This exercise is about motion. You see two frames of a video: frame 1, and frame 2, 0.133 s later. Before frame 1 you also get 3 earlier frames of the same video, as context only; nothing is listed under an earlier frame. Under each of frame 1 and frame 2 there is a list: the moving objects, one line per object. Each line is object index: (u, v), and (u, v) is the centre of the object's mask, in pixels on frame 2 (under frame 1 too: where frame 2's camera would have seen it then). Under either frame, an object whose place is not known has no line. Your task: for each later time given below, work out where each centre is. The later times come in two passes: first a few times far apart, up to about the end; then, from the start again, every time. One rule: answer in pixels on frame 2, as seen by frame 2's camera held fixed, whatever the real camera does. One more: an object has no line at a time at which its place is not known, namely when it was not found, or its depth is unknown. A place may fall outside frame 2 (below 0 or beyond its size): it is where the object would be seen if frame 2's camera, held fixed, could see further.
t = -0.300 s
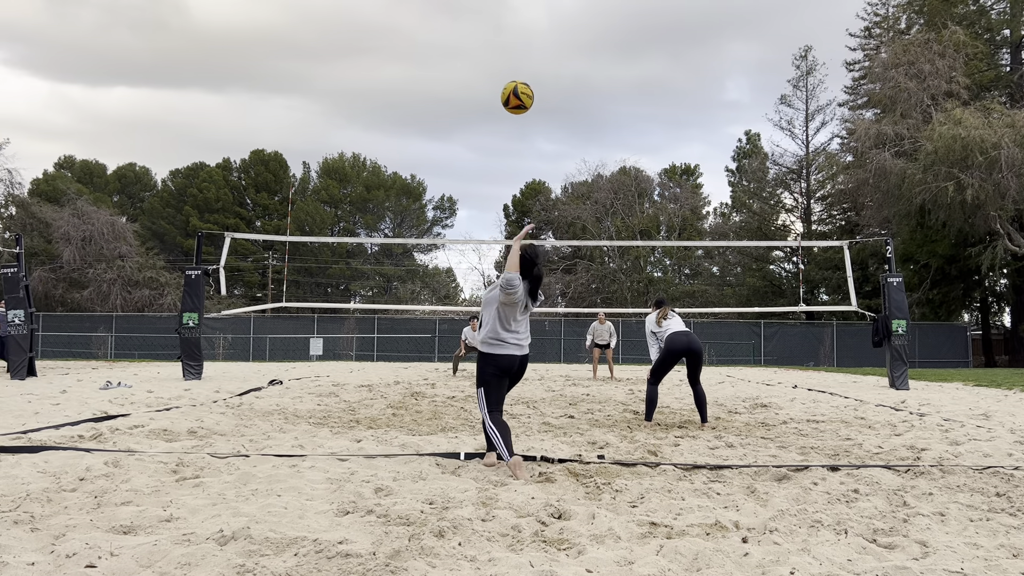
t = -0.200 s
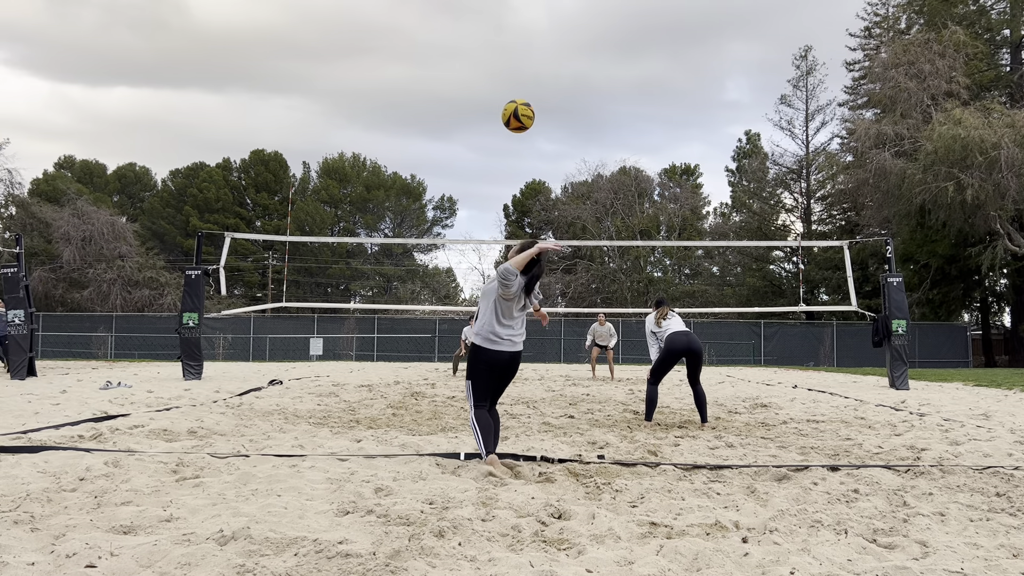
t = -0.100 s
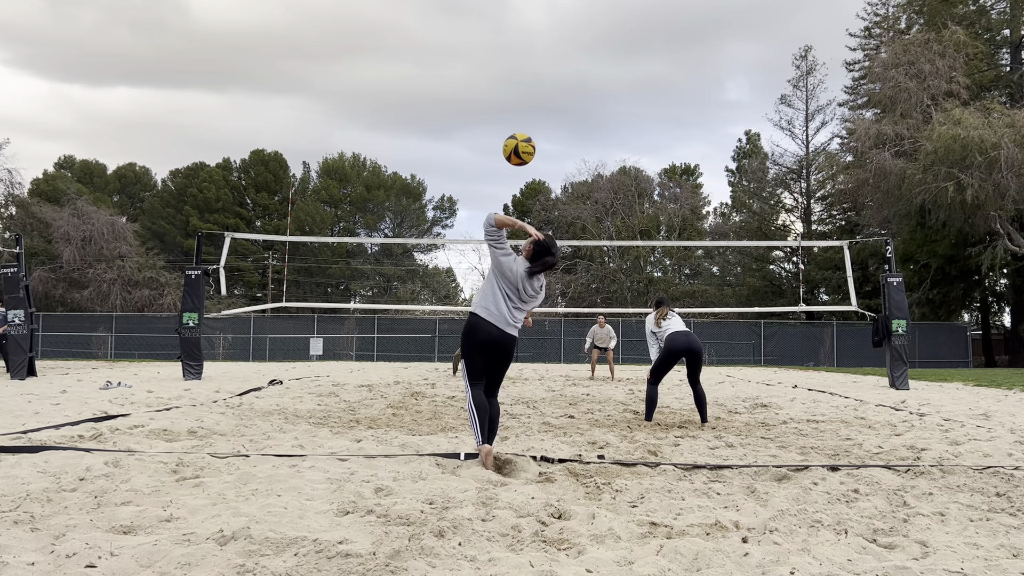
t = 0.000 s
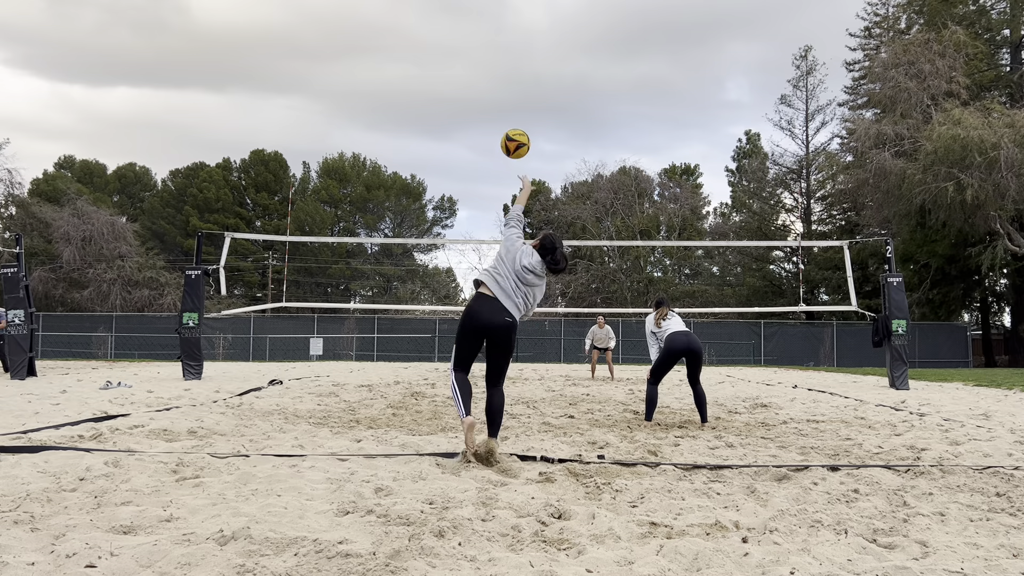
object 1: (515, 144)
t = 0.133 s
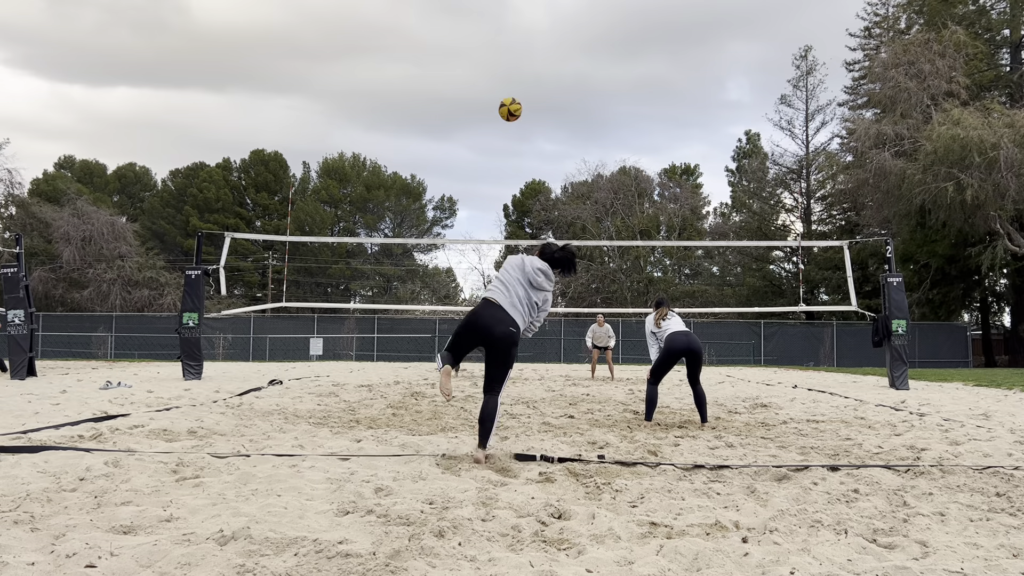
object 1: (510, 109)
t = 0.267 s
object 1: (507, 100)
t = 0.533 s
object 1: (505, 124)
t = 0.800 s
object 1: (506, 179)
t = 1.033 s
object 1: (509, 237)
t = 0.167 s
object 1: (509, 105)
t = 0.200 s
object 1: (508, 103)
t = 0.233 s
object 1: (508, 101)
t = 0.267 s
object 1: (507, 100)
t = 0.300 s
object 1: (507, 101)
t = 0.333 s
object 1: (506, 102)
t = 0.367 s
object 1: (506, 104)
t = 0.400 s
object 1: (506, 107)
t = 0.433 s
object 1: (506, 110)
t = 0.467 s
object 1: (506, 114)
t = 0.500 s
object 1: (506, 119)
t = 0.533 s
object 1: (505, 124)
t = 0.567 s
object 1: (505, 129)
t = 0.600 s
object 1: (505, 135)
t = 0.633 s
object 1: (505, 142)
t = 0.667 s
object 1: (506, 148)
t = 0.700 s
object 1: (506, 156)
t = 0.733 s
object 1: (506, 163)
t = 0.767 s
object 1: (506, 171)
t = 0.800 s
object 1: (506, 179)
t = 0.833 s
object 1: (507, 187)
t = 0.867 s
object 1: (507, 196)
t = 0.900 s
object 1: (508, 204)
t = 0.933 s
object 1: (508, 213)
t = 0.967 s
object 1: (509, 221)
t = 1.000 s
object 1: (509, 231)
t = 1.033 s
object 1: (509, 237)
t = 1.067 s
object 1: (509, 250)
